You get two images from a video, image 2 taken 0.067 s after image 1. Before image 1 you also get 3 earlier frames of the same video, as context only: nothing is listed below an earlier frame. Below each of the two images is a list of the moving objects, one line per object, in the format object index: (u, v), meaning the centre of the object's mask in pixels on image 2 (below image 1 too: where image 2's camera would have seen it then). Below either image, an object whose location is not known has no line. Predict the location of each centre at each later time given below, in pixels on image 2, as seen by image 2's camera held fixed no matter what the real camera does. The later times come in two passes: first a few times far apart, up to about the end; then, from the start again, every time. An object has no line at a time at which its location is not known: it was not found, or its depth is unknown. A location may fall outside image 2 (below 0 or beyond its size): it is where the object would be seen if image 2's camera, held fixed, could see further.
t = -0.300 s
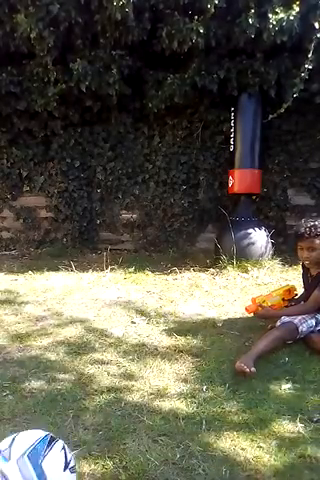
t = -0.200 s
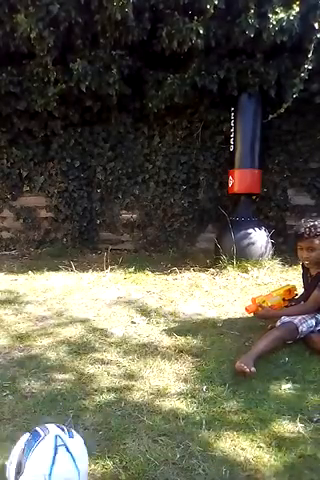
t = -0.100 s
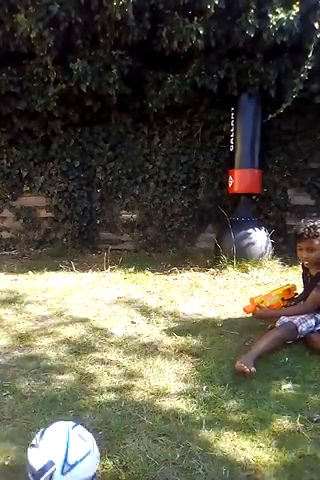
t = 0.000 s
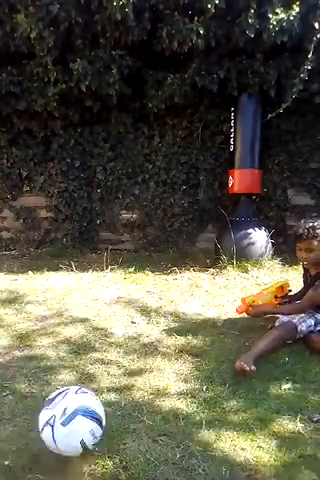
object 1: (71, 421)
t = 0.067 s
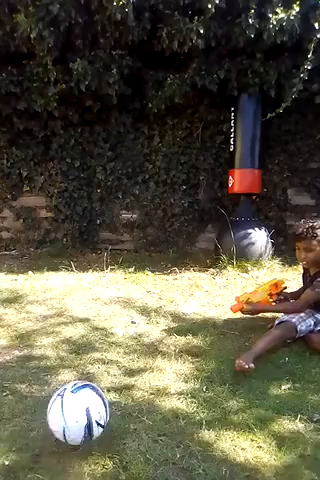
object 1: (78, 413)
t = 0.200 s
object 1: (88, 390)
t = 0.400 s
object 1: (103, 364)
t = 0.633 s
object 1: (112, 337)
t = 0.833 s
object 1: (121, 323)
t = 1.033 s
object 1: (127, 306)
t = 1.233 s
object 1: (131, 296)
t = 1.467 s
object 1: (127, 289)
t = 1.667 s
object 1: (123, 285)
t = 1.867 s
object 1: (113, 285)
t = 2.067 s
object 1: (107, 284)
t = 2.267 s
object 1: (102, 285)
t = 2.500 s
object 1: (98, 287)
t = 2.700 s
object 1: (92, 289)
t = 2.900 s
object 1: (83, 292)
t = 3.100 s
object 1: (78, 295)
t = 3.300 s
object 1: (76, 297)
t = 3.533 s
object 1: (74, 300)
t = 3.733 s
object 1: (73, 301)
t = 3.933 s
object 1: (73, 300)
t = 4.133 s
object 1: (73, 299)
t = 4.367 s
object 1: (73, 300)
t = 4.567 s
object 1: (73, 300)
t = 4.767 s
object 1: (73, 300)
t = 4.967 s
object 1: (73, 299)
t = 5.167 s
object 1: (73, 300)
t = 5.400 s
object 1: (73, 300)
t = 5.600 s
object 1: (73, 300)
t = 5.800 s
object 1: (73, 300)
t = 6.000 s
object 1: (73, 300)
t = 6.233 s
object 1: (73, 300)
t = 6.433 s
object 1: (73, 300)
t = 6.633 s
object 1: (73, 300)
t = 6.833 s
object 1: (73, 300)
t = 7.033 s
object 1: (73, 300)
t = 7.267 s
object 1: (73, 300)
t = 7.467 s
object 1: (73, 300)
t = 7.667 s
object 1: (73, 300)
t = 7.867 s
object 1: (73, 300)
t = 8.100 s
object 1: (73, 300)
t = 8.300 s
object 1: (73, 300)
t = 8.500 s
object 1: (73, 300)
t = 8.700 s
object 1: (73, 300)
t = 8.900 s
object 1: (73, 300)
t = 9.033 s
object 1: (73, 300)
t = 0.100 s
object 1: (81, 413)
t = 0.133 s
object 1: (83, 405)
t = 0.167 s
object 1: (85, 396)
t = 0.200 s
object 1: (88, 390)
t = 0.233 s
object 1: (91, 386)
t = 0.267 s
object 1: (94, 383)
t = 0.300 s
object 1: (96, 378)
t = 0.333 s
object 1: (98, 375)
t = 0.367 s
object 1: (100, 369)
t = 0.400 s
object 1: (103, 364)
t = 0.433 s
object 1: (105, 359)
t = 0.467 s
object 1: (106, 354)
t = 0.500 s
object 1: (108, 351)
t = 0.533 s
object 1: (109, 347)
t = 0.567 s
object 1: (110, 344)
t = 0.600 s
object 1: (111, 340)
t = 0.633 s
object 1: (112, 337)
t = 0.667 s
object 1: (113, 334)
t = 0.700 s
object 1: (114, 331)
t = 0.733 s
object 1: (116, 329)
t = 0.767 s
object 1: (117, 327)
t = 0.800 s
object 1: (119, 325)
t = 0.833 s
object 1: (121, 323)
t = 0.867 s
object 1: (122, 319)
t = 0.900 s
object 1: (123, 319)
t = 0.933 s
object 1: (125, 316)
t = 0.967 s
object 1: (125, 312)
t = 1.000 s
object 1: (126, 309)
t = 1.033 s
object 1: (127, 306)
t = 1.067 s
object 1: (129, 305)
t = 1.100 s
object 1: (130, 303)
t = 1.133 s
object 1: (130, 301)
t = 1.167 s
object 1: (129, 300)
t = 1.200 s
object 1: (130, 299)
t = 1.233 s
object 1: (131, 296)
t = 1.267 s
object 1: (130, 295)
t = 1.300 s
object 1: (130, 294)
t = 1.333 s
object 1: (130, 294)
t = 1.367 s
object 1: (130, 292)
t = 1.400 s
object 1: (130, 291)
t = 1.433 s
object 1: (130, 290)
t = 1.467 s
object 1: (127, 289)
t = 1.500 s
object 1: (126, 288)
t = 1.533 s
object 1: (125, 287)
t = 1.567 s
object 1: (124, 287)
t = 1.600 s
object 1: (126, 286)
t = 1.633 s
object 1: (126, 286)
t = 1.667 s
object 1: (123, 285)
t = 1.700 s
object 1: (122, 285)
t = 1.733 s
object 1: (121, 285)
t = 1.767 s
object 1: (120, 285)
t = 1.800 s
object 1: (118, 285)
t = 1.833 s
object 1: (116, 286)
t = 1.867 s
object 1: (113, 285)
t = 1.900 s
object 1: (112, 285)
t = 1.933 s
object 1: (111, 285)
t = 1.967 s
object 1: (110, 284)
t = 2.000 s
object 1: (108, 284)
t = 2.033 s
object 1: (107, 284)
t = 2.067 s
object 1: (107, 284)
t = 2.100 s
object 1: (106, 284)
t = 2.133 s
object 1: (105, 284)
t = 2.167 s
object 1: (104, 284)
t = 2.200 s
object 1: (103, 285)
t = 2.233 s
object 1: (102, 285)
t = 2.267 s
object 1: (102, 285)
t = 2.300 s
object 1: (100, 285)
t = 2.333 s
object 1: (99, 285)
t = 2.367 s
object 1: (99, 286)
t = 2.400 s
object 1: (99, 286)
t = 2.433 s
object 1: (99, 287)
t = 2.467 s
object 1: (98, 287)
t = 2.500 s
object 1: (98, 287)
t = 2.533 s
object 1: (97, 287)
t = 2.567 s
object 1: (96, 288)
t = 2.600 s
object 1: (96, 288)
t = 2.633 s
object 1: (96, 288)
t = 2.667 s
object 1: (93, 289)
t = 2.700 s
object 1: (92, 289)
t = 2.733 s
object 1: (91, 289)
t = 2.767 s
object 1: (89, 290)
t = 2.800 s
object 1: (89, 290)
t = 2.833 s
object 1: (86, 291)
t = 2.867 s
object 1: (85, 292)
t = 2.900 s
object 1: (83, 292)
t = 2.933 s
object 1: (83, 292)
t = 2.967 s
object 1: (82, 293)
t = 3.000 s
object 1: (81, 293)
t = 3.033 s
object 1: (80, 293)
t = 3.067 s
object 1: (80, 293)
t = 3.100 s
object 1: (78, 295)
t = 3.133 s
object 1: (78, 296)
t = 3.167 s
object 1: (77, 296)
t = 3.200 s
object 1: (77, 296)
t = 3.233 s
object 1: (76, 297)
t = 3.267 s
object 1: (76, 297)
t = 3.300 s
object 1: (76, 297)
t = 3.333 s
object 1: (75, 298)
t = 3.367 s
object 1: (75, 298)
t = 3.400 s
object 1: (75, 298)
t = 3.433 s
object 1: (75, 299)
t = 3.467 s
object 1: (74, 299)
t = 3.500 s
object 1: (74, 299)
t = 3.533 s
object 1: (74, 300)
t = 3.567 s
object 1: (74, 300)
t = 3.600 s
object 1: (74, 300)
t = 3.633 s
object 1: (73, 300)
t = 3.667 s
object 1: (73, 300)
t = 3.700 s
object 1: (73, 300)
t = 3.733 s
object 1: (73, 301)
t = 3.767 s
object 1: (73, 301)
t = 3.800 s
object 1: (74, 300)
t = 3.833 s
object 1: (74, 300)
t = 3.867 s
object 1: (74, 300)
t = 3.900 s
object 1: (74, 300)
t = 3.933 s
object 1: (73, 300)
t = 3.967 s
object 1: (73, 300)
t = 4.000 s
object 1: (73, 299)
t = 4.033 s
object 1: (73, 299)
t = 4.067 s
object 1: (73, 299)
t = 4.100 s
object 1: (73, 299)
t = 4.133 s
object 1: (73, 299)
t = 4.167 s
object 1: (73, 299)
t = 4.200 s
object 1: (73, 299)
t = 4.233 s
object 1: (73, 300)
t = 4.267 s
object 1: (73, 299)
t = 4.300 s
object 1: (73, 299)
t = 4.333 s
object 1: (73, 300)
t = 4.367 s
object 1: (73, 300)
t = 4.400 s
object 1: (73, 300)
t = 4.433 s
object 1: (73, 300)
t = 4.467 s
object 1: (73, 300)
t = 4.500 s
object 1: (73, 299)
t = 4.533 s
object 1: (73, 300)
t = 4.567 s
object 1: (73, 300)
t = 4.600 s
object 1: (73, 300)
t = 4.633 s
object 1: (73, 300)
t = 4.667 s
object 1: (73, 300)
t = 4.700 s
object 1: (73, 300)
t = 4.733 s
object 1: (73, 300)
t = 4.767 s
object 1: (73, 300)
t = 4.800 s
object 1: (73, 300)
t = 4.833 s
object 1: (73, 300)
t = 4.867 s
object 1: (73, 299)
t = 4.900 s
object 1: (73, 299)
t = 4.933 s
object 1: (73, 299)
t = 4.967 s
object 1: (73, 299)
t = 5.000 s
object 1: (73, 300)
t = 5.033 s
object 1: (73, 300)
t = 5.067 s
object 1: (73, 300)
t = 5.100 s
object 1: (73, 300)
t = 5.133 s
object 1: (73, 300)
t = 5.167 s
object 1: (73, 300)
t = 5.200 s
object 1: (73, 300)
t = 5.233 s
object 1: (73, 300)
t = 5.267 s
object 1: (73, 300)
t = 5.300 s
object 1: (73, 300)
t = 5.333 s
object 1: (73, 300)
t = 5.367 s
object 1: (73, 300)
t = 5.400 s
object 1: (73, 300)
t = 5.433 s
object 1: (73, 300)
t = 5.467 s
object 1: (73, 300)
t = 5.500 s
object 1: (73, 300)
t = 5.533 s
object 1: (73, 300)
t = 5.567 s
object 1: (73, 300)
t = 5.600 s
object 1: (73, 300)
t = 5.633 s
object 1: (73, 300)
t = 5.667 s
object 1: (73, 300)
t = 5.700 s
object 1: (73, 300)
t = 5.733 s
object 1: (73, 300)
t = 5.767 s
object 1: (73, 300)
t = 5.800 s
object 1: (73, 300)
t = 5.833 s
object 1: (73, 300)
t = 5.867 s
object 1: (73, 300)
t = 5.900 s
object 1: (73, 300)
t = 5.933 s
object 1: (73, 300)
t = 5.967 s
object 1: (73, 300)
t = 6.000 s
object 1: (73, 300)
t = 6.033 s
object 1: (73, 300)
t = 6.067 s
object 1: (73, 300)
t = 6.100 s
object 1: (73, 300)
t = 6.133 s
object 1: (73, 300)
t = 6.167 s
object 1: (73, 300)
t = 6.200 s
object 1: (73, 300)
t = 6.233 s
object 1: (73, 300)
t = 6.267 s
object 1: (73, 300)
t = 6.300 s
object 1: (73, 300)
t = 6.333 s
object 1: (73, 300)
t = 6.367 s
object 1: (73, 300)
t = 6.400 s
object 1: (73, 300)
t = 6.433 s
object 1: (73, 300)
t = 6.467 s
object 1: (73, 300)
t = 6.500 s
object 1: (73, 300)
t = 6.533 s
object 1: (73, 300)
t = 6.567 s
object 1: (73, 300)
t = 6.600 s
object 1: (73, 300)
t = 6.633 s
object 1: (73, 300)
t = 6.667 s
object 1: (73, 300)
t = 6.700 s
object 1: (73, 300)
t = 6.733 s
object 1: (73, 300)
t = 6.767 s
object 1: (73, 300)
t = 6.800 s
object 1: (73, 300)
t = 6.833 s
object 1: (73, 300)
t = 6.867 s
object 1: (73, 300)
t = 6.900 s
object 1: (73, 300)
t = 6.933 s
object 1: (73, 300)
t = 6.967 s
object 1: (73, 300)
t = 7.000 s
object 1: (73, 300)
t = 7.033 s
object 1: (73, 300)
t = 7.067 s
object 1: (73, 300)
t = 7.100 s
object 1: (73, 300)
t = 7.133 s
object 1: (73, 300)
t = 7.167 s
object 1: (73, 300)
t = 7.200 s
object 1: (73, 300)
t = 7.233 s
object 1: (73, 300)
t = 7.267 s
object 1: (73, 300)
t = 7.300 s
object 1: (73, 300)
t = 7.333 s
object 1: (73, 300)
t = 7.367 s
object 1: (73, 300)
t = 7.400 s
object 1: (73, 300)
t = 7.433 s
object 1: (73, 300)
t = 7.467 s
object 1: (73, 300)
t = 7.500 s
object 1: (73, 300)
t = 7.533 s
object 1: (73, 300)
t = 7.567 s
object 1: (73, 300)
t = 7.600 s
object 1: (73, 300)
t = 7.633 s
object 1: (73, 300)
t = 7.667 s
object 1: (73, 300)
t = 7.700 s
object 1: (73, 300)
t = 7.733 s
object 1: (73, 300)
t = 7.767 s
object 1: (73, 300)
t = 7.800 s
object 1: (73, 300)
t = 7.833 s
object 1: (73, 300)
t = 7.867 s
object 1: (73, 300)
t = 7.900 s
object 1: (73, 300)
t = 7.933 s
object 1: (73, 300)
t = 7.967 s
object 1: (73, 300)
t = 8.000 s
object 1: (73, 300)
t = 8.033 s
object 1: (73, 300)
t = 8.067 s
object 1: (73, 300)
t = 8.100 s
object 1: (73, 300)
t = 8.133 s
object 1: (73, 300)
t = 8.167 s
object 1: (73, 300)
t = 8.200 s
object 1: (73, 300)
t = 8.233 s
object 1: (73, 300)
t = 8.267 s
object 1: (73, 300)
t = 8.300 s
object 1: (73, 300)
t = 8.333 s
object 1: (73, 300)
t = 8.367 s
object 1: (73, 300)
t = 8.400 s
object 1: (73, 300)
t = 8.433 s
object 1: (73, 300)
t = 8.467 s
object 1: (73, 300)
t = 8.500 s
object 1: (73, 300)
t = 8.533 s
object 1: (73, 300)
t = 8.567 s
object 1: (73, 300)
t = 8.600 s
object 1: (73, 300)
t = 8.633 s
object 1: (73, 300)
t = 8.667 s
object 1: (73, 300)
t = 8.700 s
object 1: (73, 300)
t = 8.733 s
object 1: (73, 300)
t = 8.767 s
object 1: (73, 300)
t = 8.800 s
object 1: (73, 300)
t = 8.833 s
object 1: (73, 300)
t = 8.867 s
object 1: (73, 300)
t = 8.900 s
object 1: (73, 300)
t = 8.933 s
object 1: (73, 300)
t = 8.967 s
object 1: (73, 300)
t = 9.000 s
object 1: (73, 300)
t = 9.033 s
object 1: (73, 300)
